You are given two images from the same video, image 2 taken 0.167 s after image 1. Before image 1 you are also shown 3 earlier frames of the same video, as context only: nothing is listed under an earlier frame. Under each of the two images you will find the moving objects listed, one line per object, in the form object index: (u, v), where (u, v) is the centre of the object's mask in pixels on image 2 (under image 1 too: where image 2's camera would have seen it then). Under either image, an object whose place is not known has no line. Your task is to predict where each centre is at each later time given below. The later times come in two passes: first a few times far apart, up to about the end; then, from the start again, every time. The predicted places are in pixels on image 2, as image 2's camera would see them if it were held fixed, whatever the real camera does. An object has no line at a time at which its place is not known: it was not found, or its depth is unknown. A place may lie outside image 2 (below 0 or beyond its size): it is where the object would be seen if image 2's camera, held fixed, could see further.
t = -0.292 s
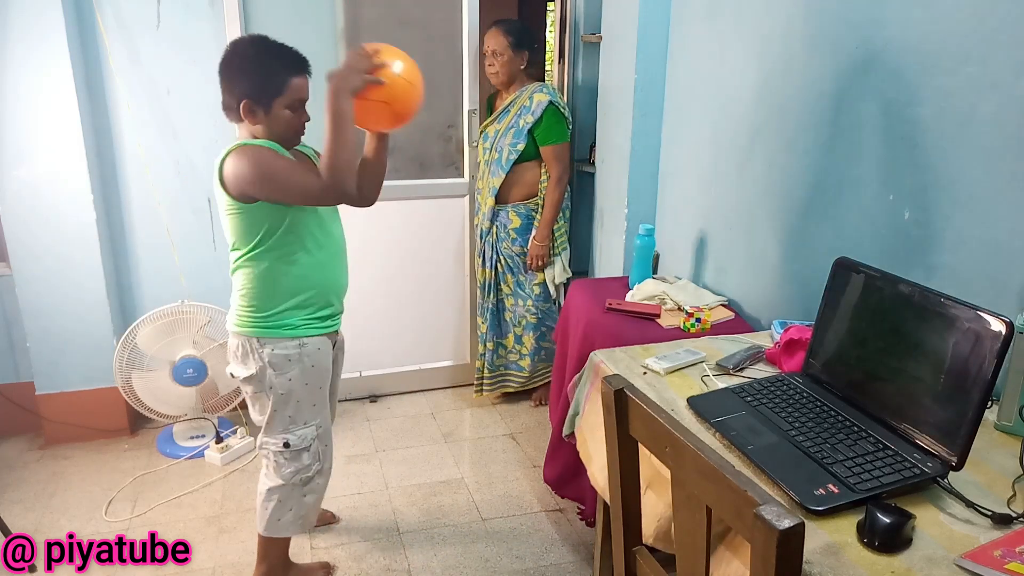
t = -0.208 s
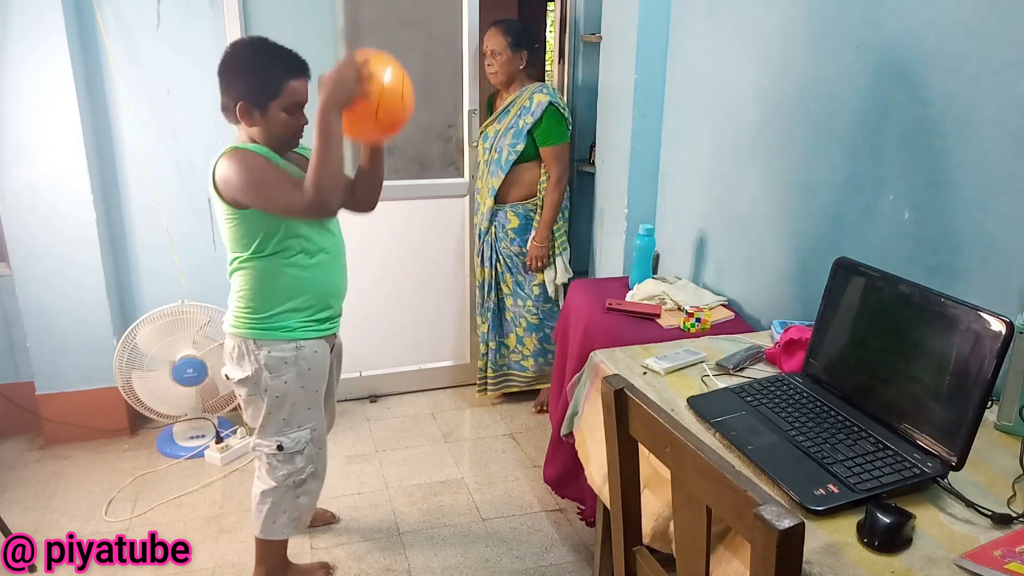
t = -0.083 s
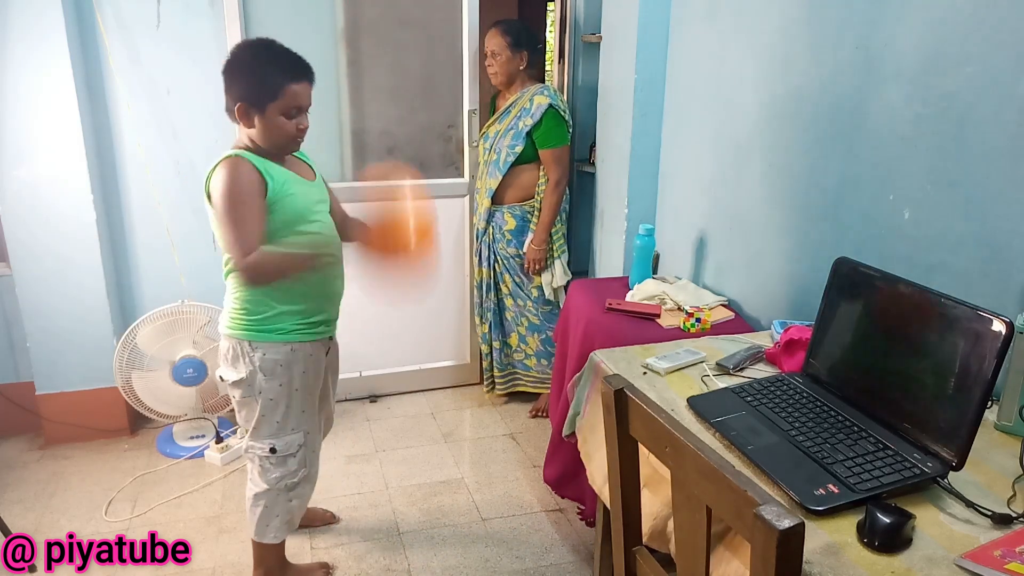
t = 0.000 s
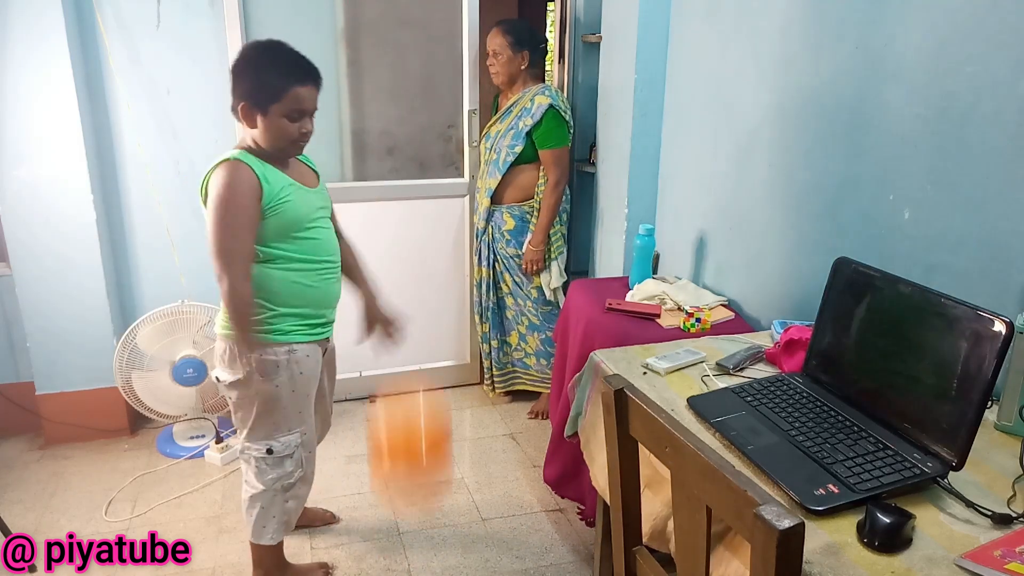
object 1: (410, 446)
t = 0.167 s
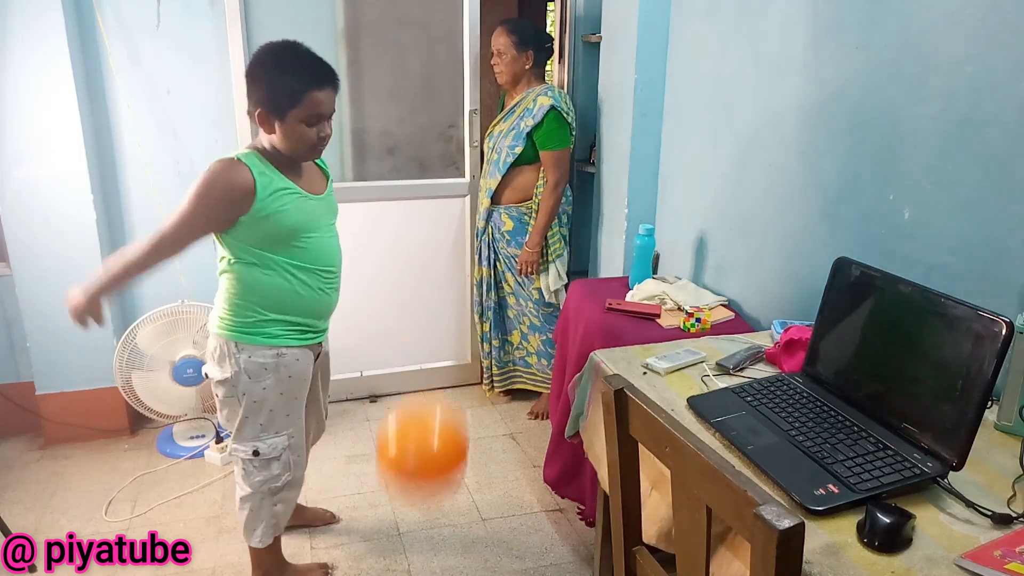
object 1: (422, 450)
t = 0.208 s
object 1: (426, 392)
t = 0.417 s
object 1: (470, 148)
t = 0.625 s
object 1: (523, 77)
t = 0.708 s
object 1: (542, 109)
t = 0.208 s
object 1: (426, 392)
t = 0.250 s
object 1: (434, 330)
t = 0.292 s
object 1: (441, 279)
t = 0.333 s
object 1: (450, 227)
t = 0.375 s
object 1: (460, 184)
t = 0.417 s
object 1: (470, 148)
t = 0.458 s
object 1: (479, 119)
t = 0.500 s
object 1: (491, 95)
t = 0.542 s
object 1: (502, 80)
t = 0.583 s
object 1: (512, 74)
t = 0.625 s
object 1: (523, 77)
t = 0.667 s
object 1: (533, 88)
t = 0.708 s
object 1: (542, 109)
